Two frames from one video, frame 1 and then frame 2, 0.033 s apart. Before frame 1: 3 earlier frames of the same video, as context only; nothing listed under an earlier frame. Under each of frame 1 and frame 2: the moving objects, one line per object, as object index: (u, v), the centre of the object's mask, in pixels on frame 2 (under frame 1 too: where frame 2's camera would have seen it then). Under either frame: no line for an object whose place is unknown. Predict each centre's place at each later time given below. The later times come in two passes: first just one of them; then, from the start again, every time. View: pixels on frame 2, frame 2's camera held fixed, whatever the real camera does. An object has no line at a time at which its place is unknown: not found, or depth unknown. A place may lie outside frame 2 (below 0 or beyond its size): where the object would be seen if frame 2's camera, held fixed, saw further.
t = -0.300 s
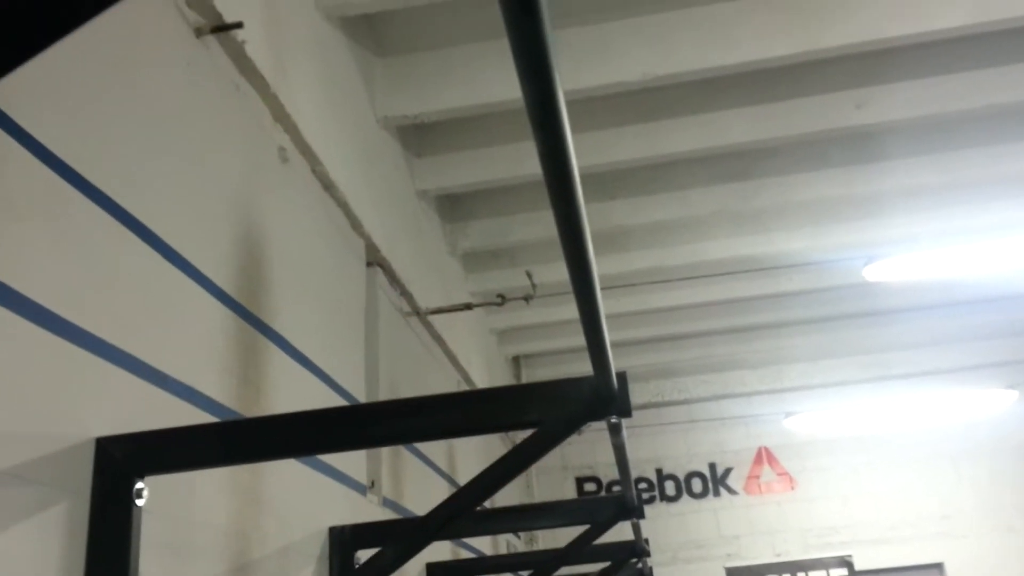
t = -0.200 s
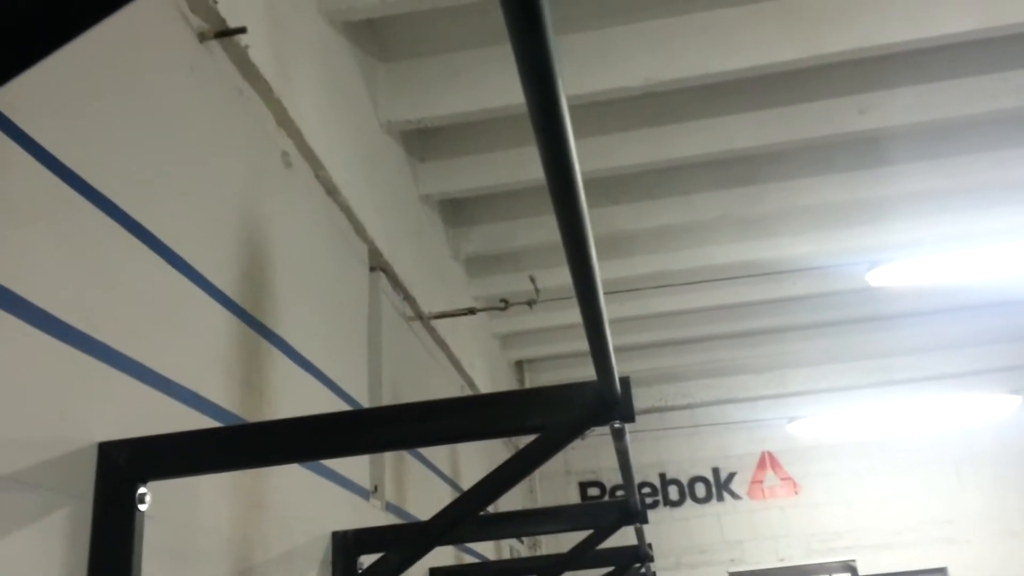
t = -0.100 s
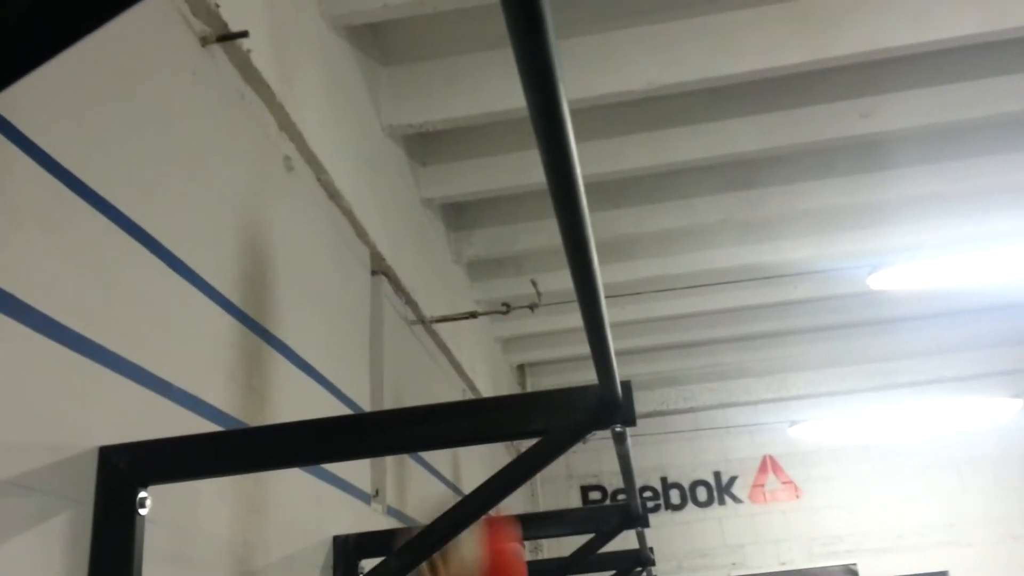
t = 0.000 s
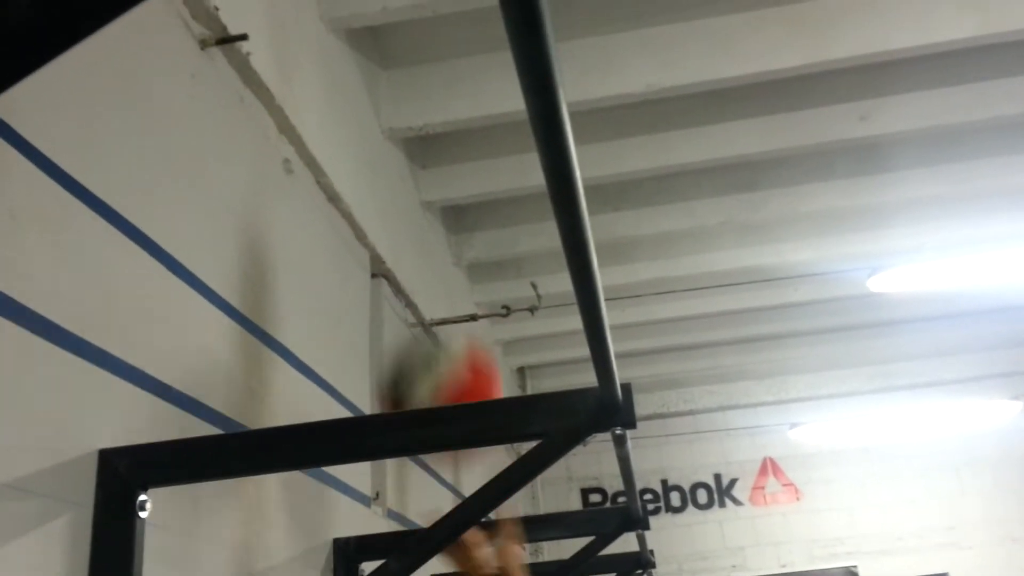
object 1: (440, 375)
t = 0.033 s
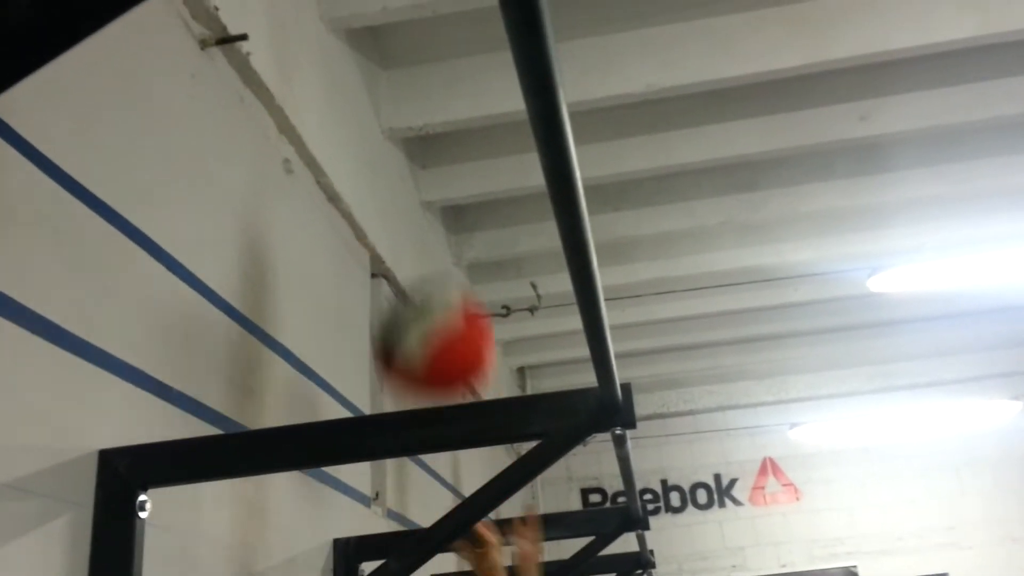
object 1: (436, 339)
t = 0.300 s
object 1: (398, 93)
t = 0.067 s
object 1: (428, 294)
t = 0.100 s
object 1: (423, 257)
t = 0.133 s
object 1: (418, 221)
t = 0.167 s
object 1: (414, 189)
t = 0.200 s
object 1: (410, 158)
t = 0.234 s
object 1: (405, 133)
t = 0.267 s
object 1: (402, 112)
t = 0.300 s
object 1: (398, 93)
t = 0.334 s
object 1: (395, 78)
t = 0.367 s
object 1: (392, 65)
